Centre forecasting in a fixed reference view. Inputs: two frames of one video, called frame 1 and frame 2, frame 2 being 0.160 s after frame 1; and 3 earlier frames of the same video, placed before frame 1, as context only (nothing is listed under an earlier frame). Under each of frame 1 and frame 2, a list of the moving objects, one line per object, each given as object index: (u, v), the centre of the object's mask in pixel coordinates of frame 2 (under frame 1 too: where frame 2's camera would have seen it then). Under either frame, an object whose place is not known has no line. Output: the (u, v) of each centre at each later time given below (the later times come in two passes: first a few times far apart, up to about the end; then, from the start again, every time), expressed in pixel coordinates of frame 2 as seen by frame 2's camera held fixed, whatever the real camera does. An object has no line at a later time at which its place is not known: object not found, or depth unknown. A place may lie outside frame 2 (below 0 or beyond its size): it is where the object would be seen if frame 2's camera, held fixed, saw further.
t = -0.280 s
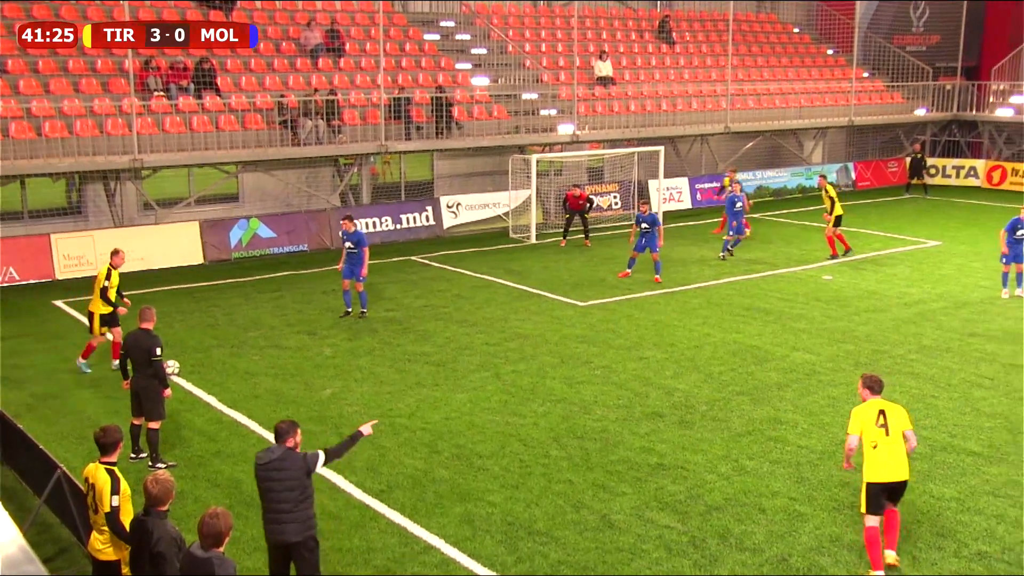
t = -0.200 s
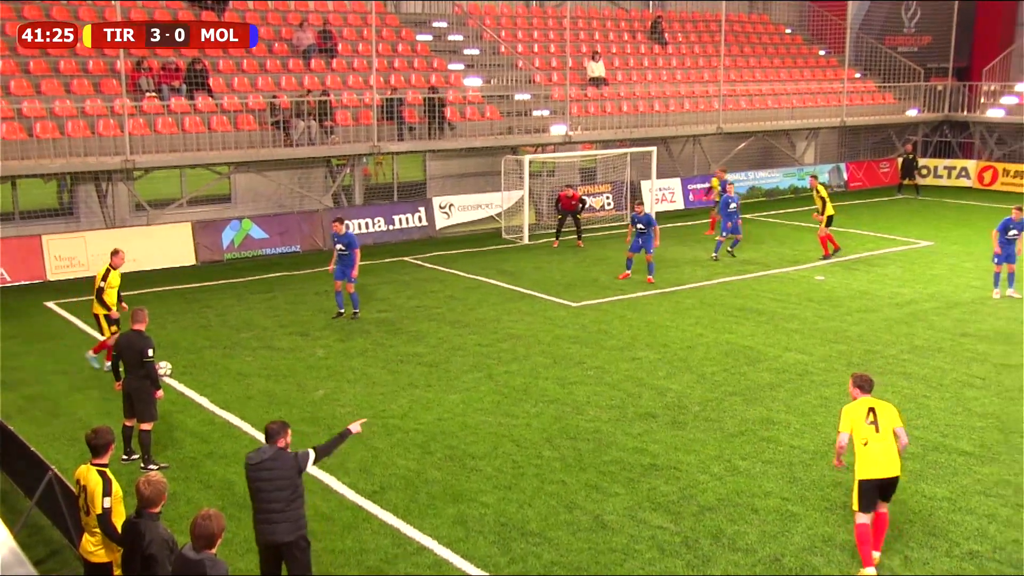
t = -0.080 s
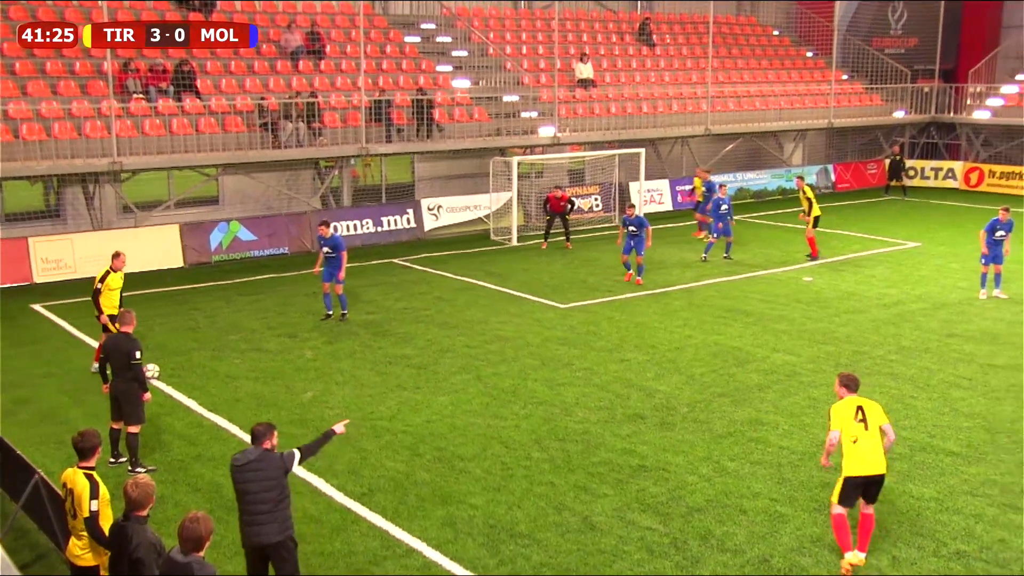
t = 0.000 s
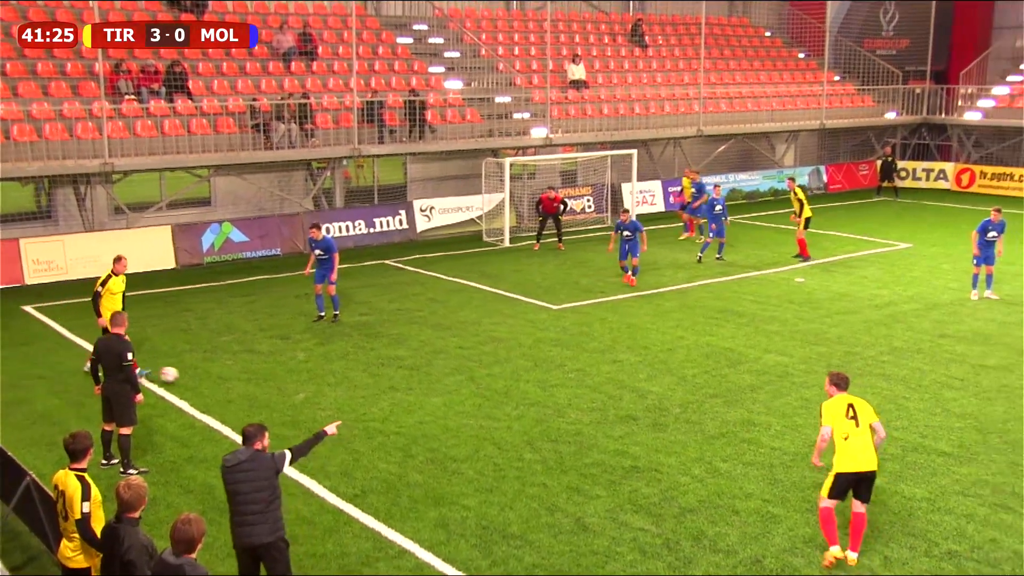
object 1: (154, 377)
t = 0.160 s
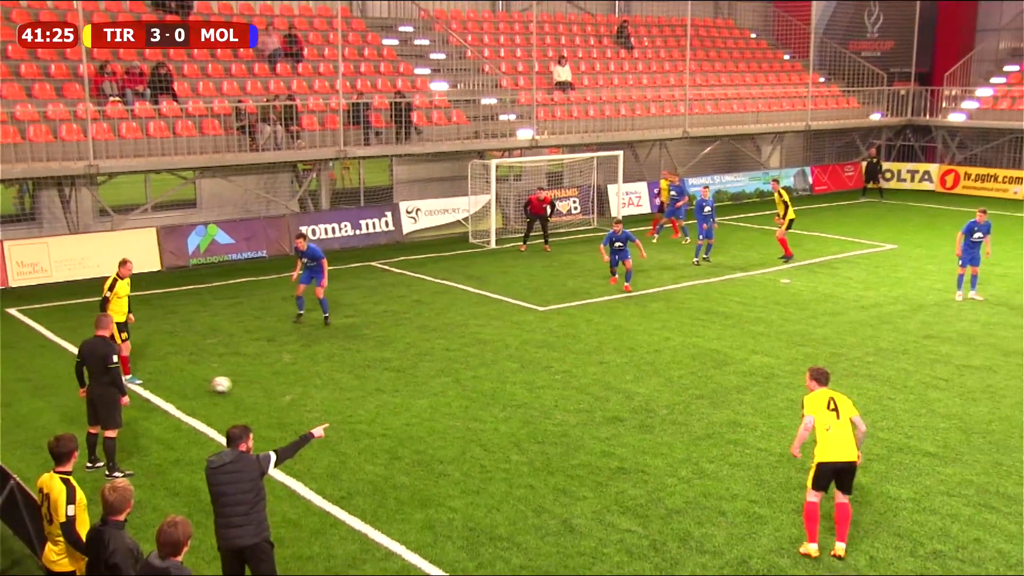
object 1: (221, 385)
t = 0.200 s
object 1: (237, 386)
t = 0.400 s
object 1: (311, 395)
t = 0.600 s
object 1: (381, 402)
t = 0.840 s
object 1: (464, 411)
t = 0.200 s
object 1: (237, 386)
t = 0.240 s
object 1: (252, 387)
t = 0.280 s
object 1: (268, 390)
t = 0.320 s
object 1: (282, 391)
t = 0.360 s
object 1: (297, 393)
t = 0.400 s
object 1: (311, 395)
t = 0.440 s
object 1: (325, 396)
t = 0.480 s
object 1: (339, 398)
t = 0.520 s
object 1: (353, 399)
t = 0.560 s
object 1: (367, 400)
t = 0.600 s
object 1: (381, 402)
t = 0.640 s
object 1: (395, 404)
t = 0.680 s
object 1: (409, 405)
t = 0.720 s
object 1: (423, 407)
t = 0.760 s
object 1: (437, 409)
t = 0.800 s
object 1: (451, 410)
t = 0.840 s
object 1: (464, 411)
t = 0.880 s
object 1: (479, 413)
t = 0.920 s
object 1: (493, 415)
